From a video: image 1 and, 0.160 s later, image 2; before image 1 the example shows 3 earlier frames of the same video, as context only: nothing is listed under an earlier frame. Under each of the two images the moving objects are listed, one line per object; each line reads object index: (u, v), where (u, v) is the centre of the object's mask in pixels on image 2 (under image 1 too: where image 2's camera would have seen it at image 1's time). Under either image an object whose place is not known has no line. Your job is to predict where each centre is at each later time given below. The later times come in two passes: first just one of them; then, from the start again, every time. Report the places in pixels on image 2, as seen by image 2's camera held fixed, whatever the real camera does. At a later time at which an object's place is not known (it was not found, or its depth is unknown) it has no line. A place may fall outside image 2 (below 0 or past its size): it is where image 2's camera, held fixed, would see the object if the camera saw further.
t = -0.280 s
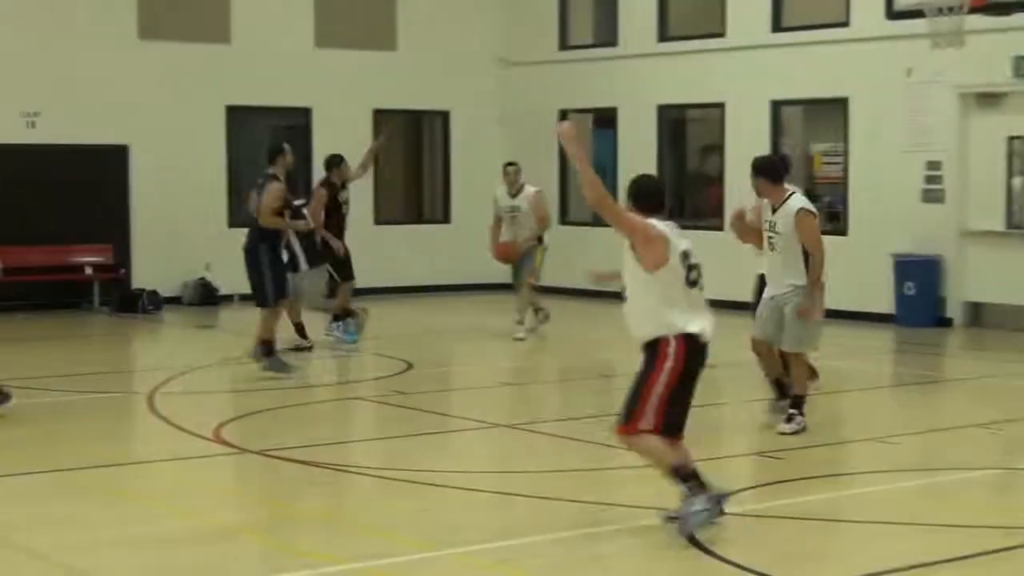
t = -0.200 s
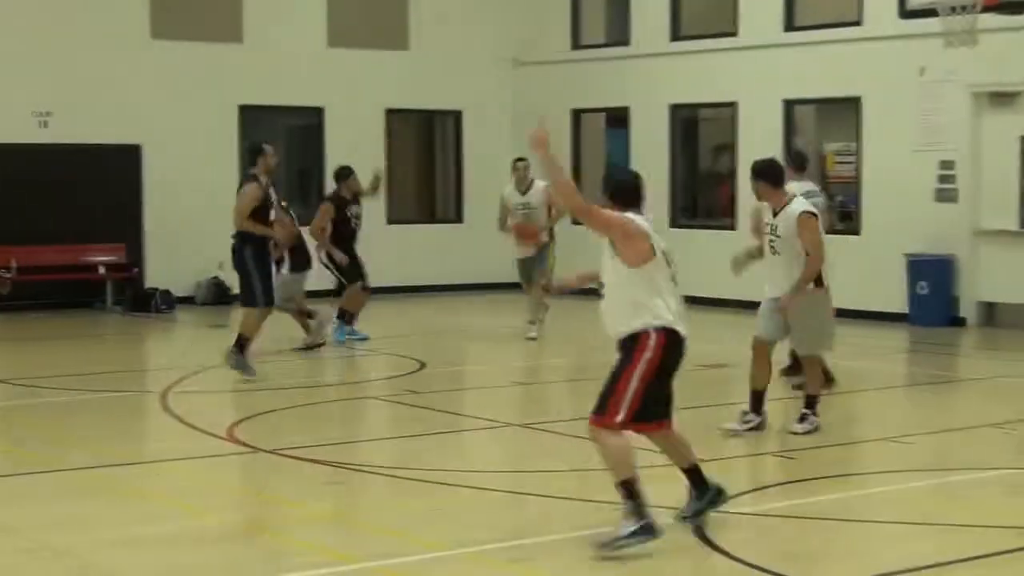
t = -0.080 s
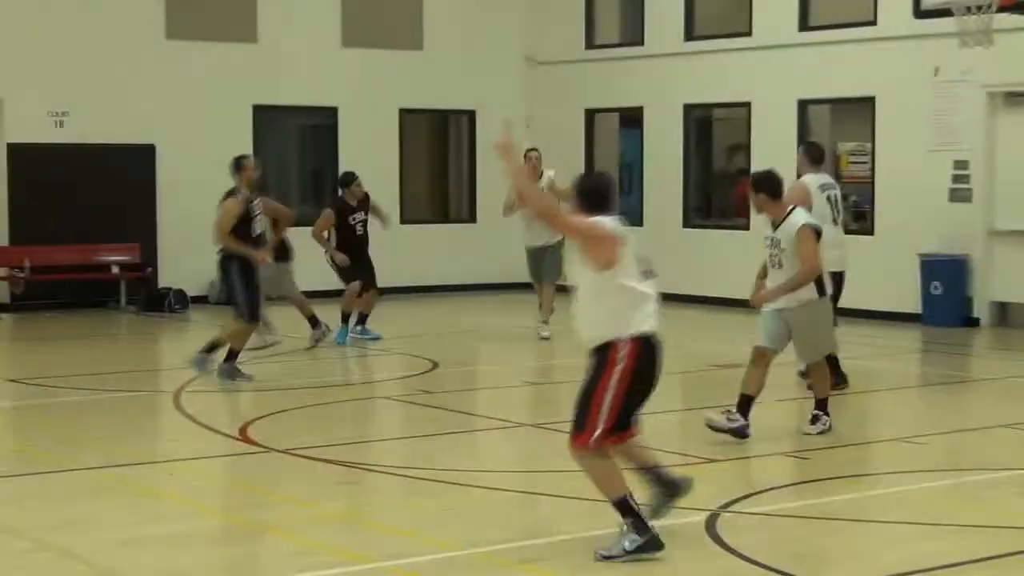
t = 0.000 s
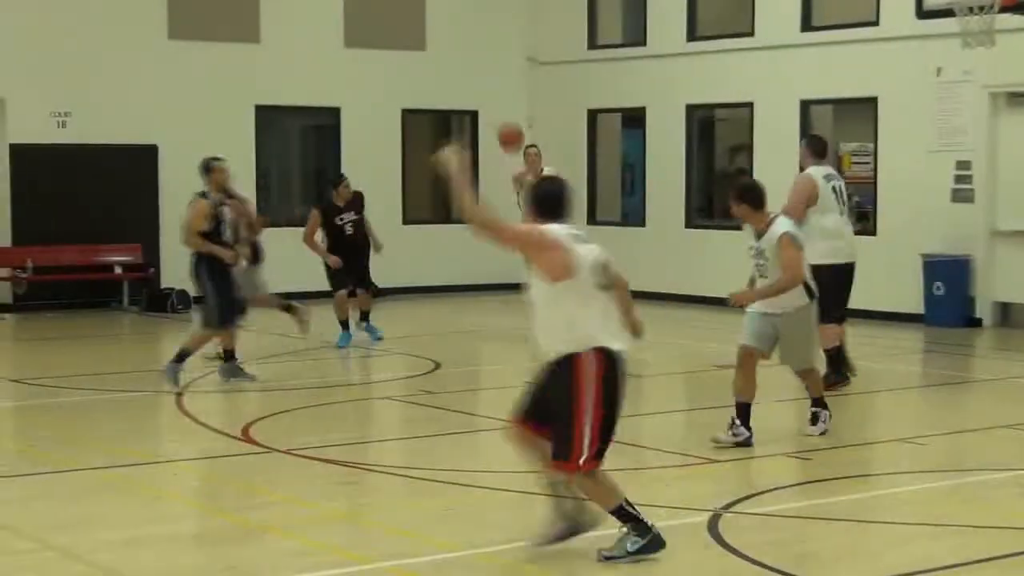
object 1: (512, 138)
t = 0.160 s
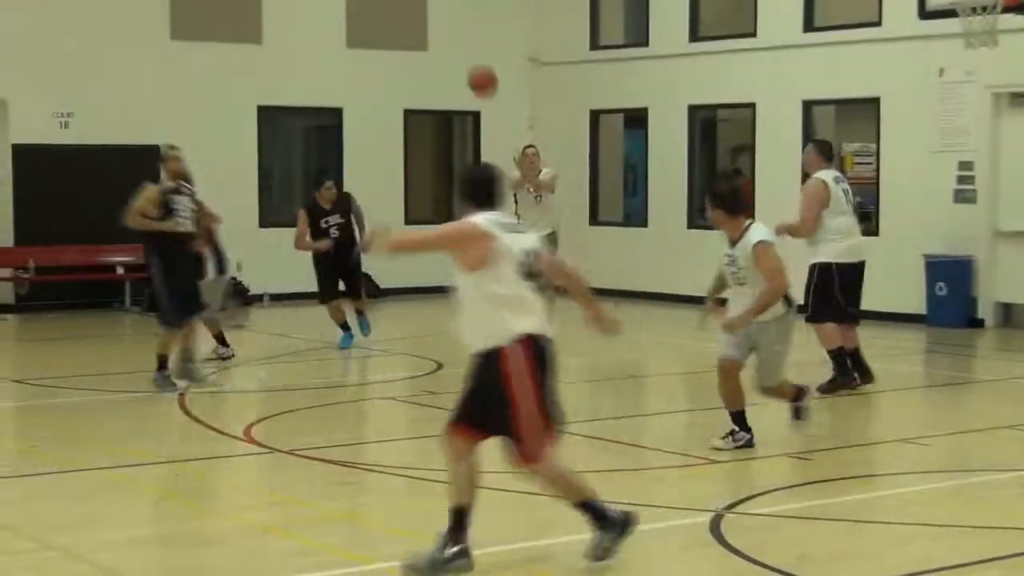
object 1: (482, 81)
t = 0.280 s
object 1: (447, 35)
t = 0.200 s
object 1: (464, 56)
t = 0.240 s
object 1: (455, 45)
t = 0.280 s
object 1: (447, 35)
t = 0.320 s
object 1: (436, 27)
